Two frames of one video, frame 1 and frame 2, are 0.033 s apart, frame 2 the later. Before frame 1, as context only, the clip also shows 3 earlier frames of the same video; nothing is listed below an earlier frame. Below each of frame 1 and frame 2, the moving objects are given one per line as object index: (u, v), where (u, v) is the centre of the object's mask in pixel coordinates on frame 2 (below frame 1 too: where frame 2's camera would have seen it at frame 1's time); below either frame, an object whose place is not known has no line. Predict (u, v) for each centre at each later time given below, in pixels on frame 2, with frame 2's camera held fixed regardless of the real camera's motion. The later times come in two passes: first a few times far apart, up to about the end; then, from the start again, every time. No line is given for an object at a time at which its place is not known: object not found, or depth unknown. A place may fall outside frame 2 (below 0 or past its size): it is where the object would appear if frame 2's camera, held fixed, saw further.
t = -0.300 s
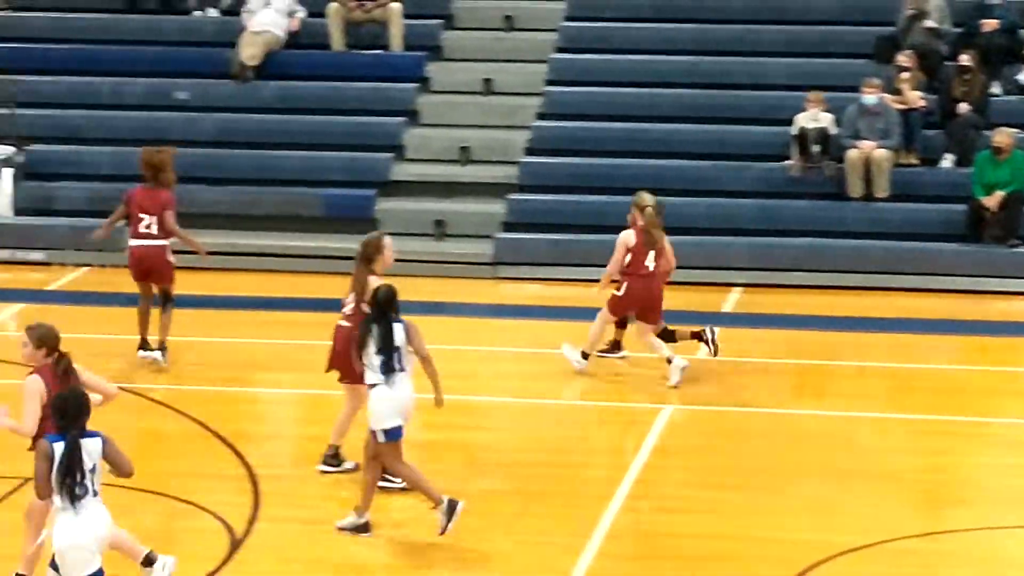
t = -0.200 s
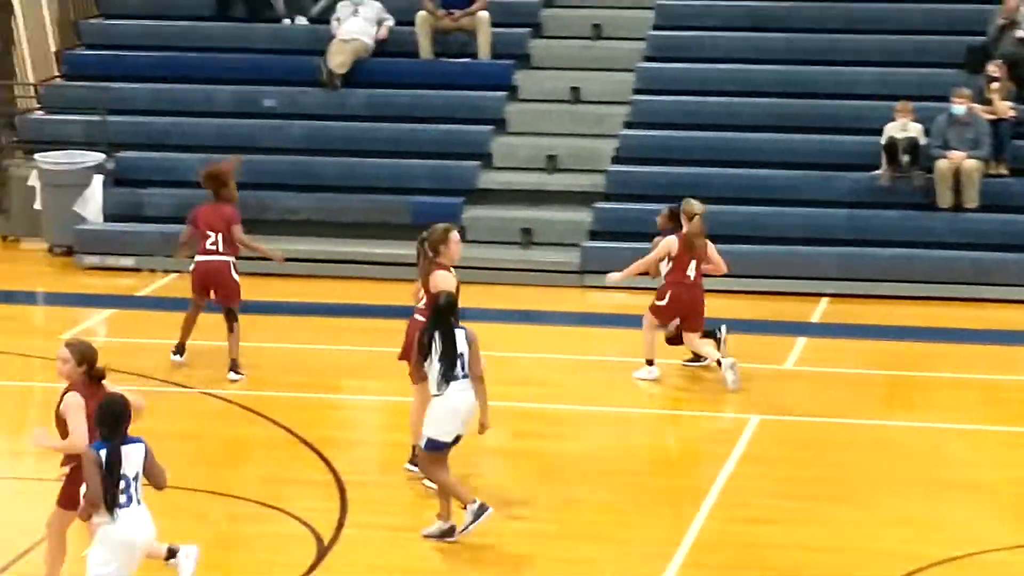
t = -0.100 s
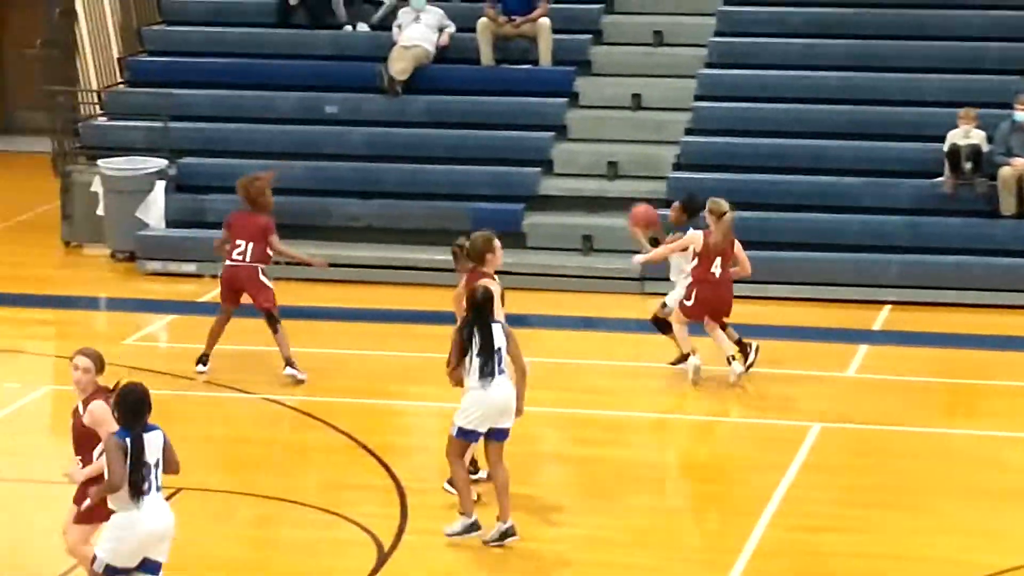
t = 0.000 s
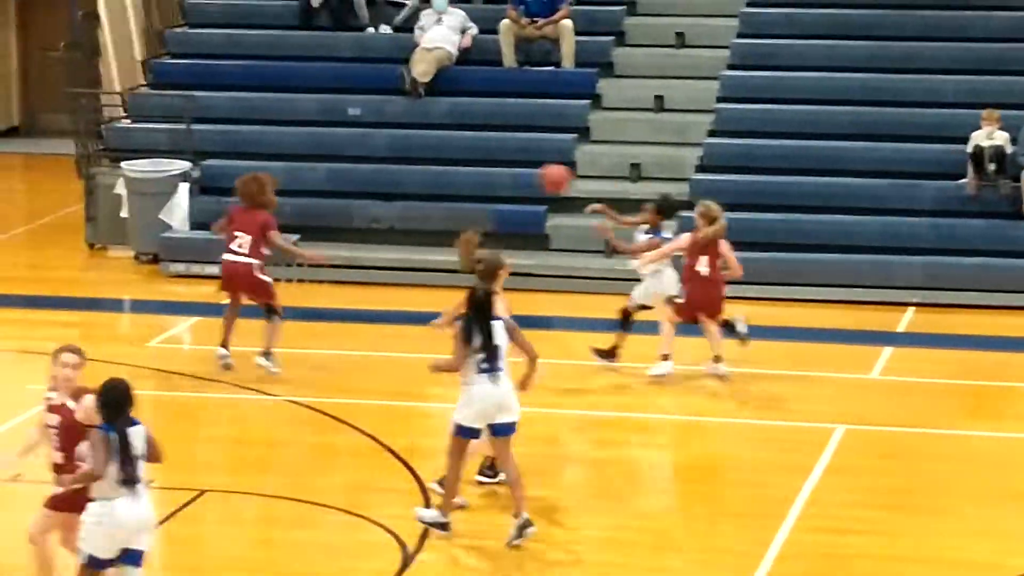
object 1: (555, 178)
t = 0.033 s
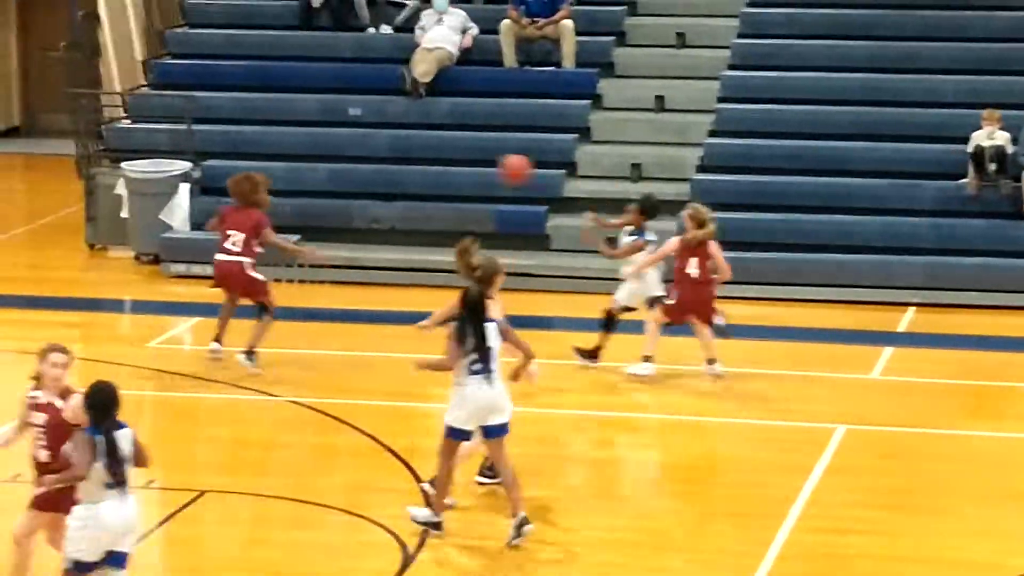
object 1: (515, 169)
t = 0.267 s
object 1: (225, 137)
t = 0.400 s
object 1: (58, 144)
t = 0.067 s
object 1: (474, 160)
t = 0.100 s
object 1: (432, 153)
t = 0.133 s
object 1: (390, 148)
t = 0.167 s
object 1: (349, 144)
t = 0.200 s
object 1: (307, 141)
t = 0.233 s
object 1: (266, 138)
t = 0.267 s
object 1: (225, 137)
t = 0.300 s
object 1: (184, 137)
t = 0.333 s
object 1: (142, 139)
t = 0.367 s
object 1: (99, 142)
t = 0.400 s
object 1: (58, 144)
